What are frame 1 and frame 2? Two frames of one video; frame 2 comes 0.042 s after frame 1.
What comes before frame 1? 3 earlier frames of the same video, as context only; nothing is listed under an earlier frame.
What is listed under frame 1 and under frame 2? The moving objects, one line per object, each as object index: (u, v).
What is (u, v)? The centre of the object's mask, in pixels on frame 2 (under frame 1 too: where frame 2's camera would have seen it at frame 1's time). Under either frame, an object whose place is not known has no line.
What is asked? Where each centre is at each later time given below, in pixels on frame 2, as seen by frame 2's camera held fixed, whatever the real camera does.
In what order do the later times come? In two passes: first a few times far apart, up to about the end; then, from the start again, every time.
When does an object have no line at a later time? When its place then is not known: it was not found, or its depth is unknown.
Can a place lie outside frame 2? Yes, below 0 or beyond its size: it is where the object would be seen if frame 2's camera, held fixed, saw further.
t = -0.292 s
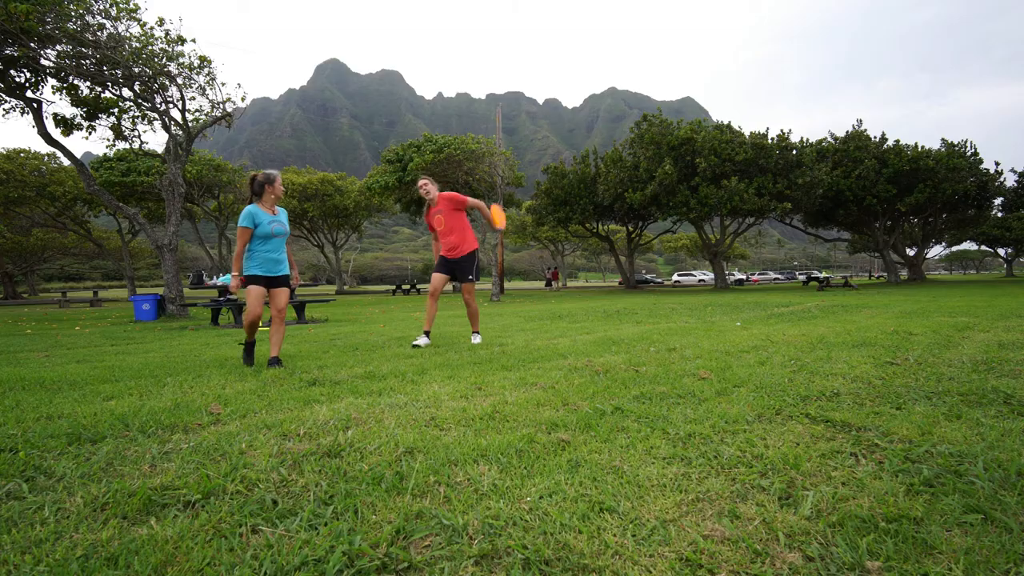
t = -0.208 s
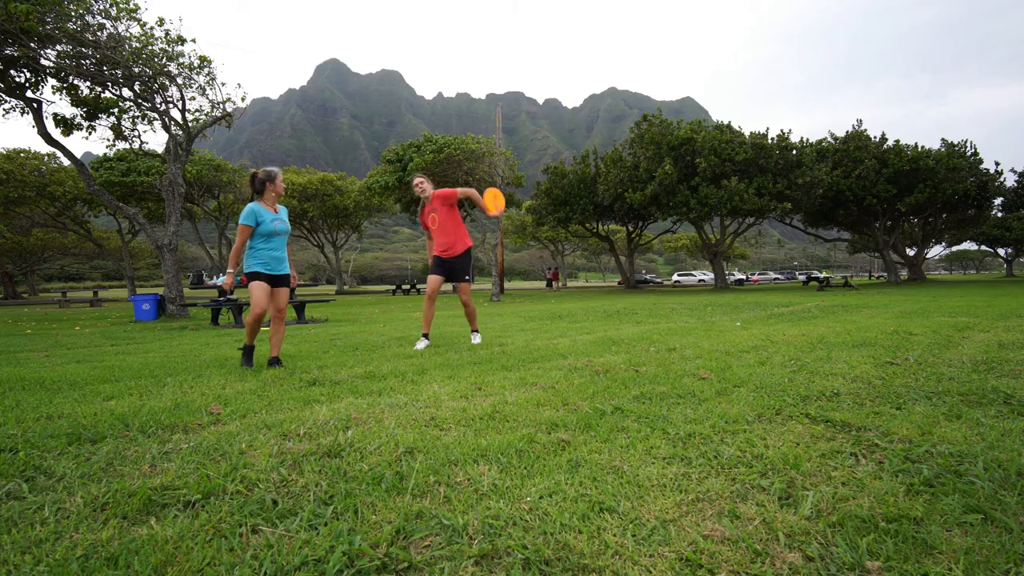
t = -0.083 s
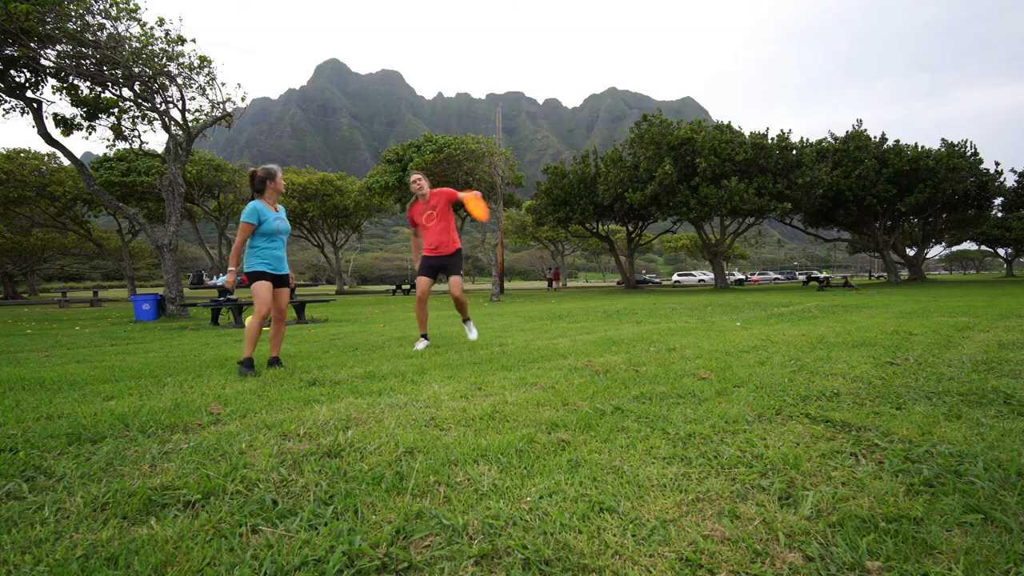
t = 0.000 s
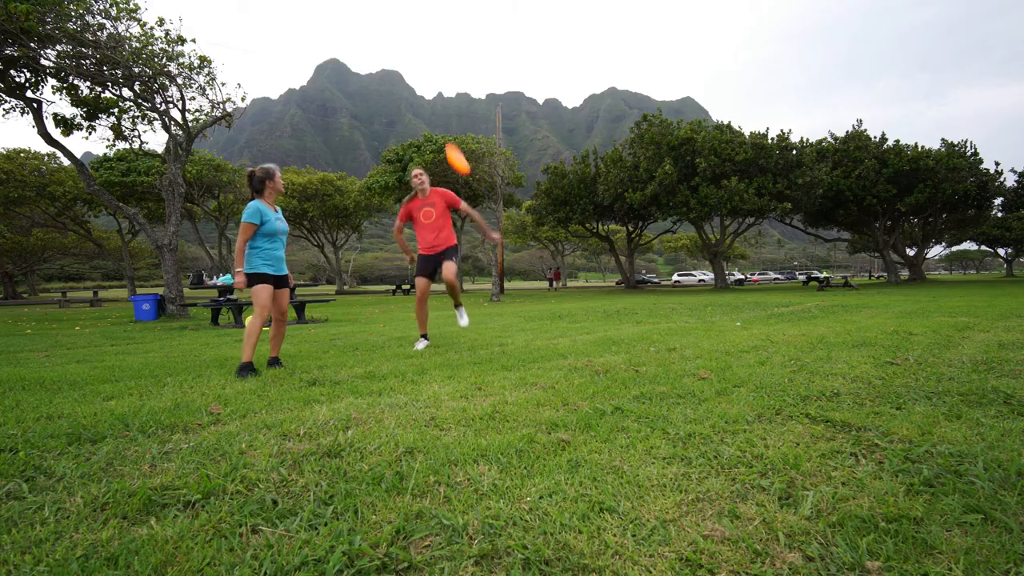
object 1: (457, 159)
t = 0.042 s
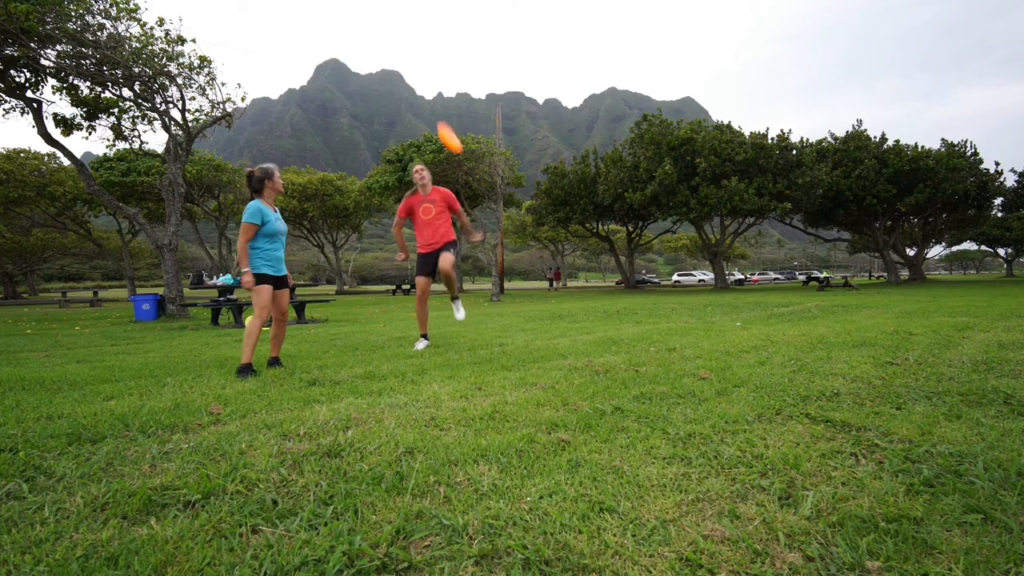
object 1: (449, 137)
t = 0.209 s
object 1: (416, 68)
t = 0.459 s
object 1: (367, 16)
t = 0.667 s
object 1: (326, 23)
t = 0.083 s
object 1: (441, 118)
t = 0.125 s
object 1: (434, 103)
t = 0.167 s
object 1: (425, 84)
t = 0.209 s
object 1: (416, 68)
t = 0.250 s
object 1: (408, 55)
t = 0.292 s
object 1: (400, 44)
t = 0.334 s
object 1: (392, 35)
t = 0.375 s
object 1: (384, 26)
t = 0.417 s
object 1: (376, 20)
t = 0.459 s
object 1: (367, 16)
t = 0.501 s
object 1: (359, 14)
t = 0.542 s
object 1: (350, 13)
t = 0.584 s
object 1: (342, 14)
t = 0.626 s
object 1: (334, 17)
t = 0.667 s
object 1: (326, 23)
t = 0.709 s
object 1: (317, 29)
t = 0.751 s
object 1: (310, 38)
